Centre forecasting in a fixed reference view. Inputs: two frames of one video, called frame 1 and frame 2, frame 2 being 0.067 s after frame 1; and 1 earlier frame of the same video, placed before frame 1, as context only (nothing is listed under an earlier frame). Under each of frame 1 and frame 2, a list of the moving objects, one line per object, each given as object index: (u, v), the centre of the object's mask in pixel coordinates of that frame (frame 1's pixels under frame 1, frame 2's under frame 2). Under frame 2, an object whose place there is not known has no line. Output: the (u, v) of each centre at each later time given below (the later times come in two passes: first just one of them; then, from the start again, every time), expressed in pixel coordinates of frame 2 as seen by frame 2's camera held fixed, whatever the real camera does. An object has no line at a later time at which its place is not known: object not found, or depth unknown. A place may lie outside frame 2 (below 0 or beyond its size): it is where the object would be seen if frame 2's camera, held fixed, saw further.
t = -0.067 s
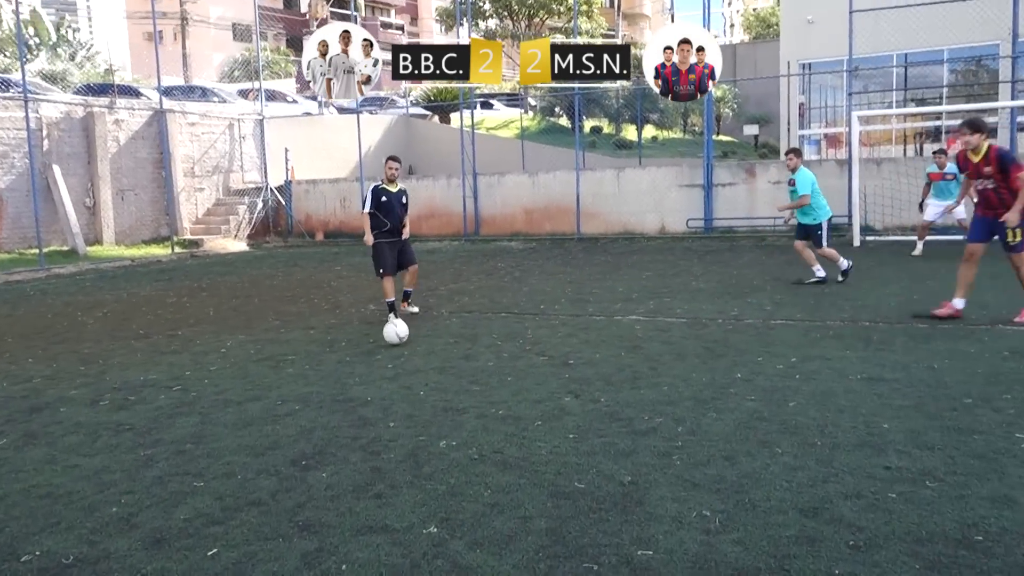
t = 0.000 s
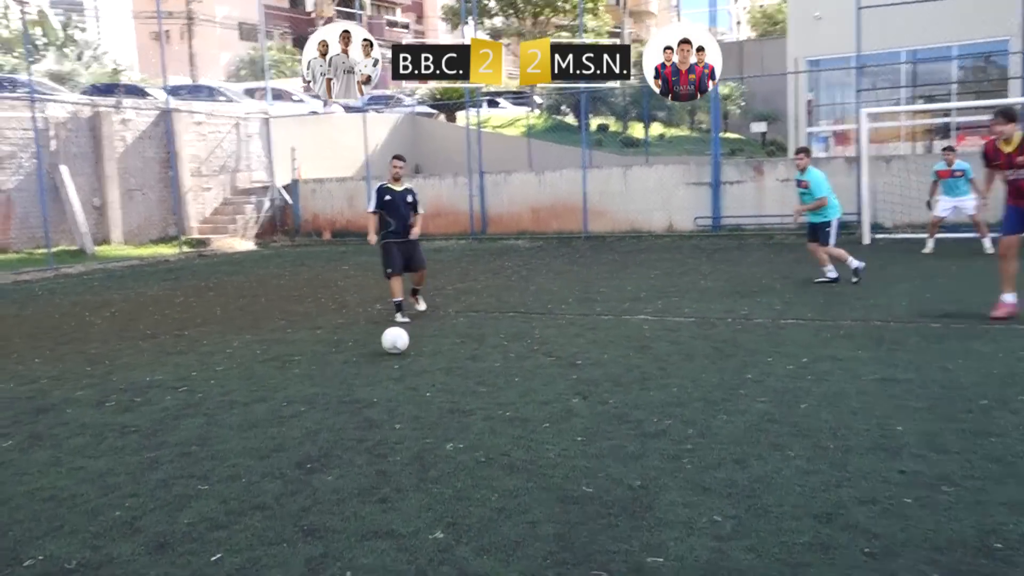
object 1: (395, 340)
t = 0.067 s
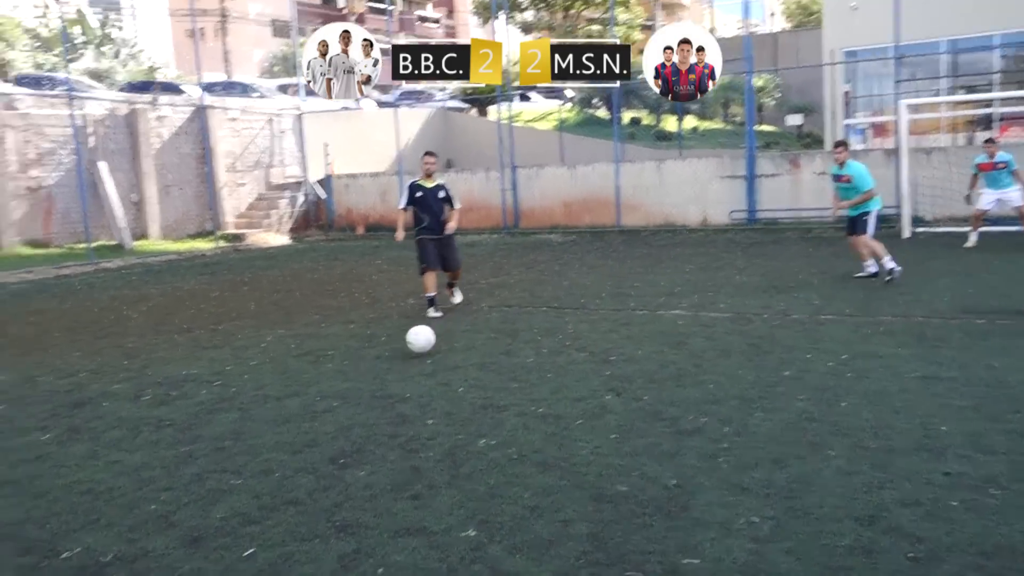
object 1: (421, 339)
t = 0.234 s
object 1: (404, 358)
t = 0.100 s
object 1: (417, 343)
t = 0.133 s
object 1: (413, 349)
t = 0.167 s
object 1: (410, 353)
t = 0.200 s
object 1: (407, 355)
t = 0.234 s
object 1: (404, 358)
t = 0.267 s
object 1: (401, 363)
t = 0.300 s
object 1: (397, 369)
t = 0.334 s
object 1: (393, 371)
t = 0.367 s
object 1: (389, 374)
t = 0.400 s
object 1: (386, 379)
